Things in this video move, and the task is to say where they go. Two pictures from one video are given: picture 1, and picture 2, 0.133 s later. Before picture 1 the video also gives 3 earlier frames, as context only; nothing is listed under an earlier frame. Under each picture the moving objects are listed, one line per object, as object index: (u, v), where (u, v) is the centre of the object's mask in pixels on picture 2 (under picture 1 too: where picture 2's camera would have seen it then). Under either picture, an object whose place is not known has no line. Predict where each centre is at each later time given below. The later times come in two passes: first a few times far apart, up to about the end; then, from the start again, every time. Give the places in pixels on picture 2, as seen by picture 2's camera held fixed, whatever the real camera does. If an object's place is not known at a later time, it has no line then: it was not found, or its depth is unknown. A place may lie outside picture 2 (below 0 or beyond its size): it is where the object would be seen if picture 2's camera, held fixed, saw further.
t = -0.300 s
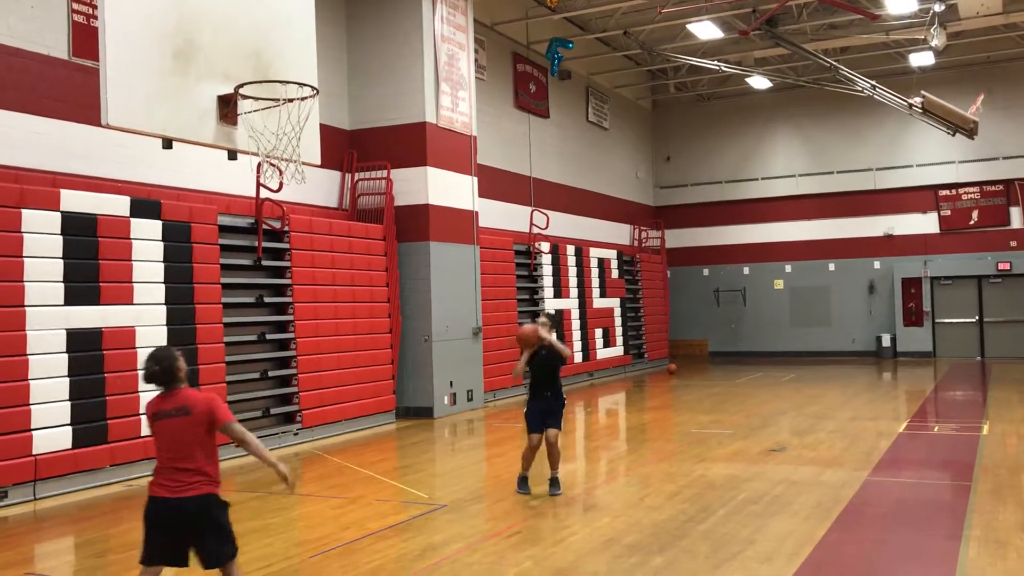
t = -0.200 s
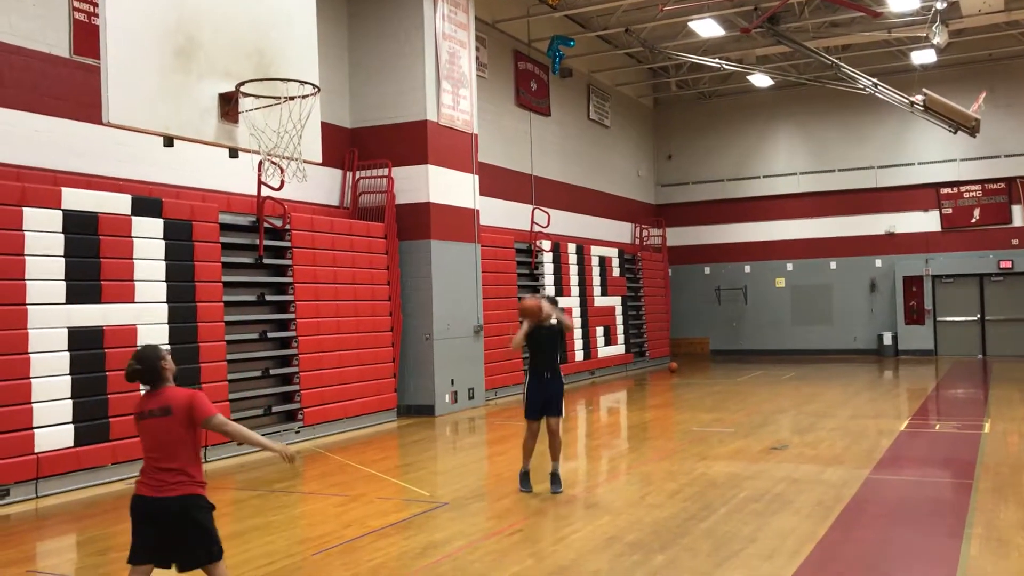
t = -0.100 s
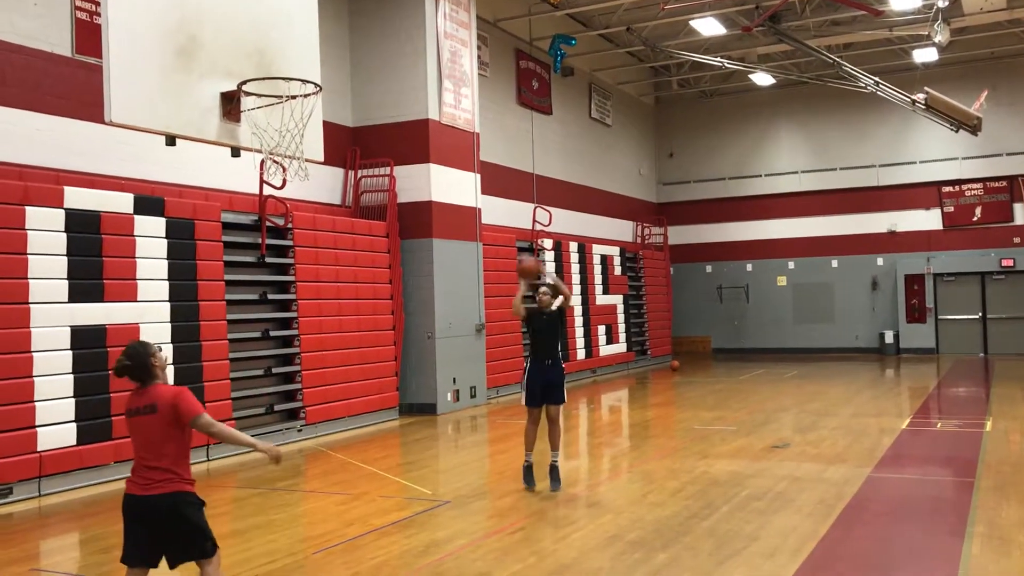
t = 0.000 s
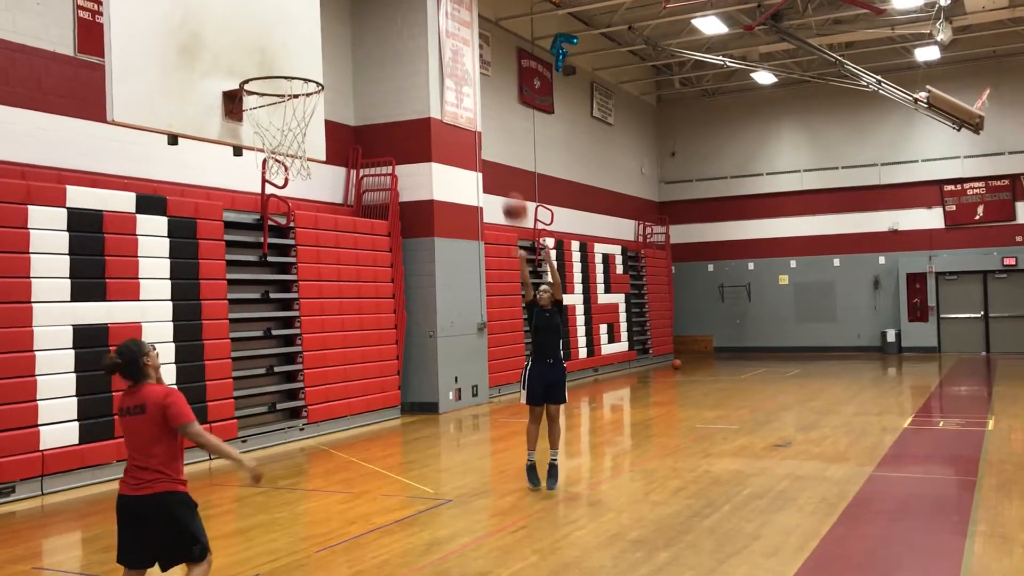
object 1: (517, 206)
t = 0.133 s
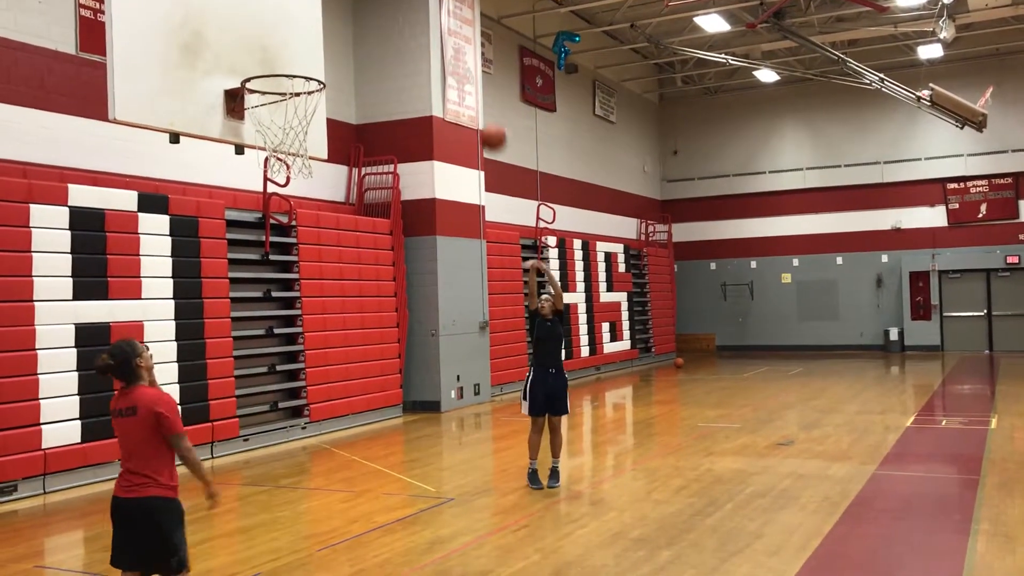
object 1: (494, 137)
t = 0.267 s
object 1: (466, 80)
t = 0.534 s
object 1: (406, 17)
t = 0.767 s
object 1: (345, 35)
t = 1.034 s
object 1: (260, 52)
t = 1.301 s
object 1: (215, 29)
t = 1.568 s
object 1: (224, 46)
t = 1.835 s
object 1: (177, 70)
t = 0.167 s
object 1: (487, 122)
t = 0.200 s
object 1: (480, 108)
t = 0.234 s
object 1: (473, 93)
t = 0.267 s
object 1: (466, 80)
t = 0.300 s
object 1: (459, 68)
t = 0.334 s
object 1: (452, 57)
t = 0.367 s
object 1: (446, 48)
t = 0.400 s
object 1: (438, 39)
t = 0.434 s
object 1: (430, 32)
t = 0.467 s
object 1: (422, 25)
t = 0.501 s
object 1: (414, 20)
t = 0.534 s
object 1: (406, 17)
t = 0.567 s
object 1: (397, 16)
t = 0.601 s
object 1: (389, 15)
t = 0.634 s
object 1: (381, 16)
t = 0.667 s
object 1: (372, 18)
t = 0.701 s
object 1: (363, 21)
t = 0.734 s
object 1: (354, 27)
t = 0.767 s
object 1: (345, 35)
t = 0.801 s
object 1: (335, 45)
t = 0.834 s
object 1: (325, 56)
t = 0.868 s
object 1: (313, 70)
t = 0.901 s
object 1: (302, 67)
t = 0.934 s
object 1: (290, 65)
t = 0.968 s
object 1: (277, 65)
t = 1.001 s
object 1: (267, 62)
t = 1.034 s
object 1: (260, 52)
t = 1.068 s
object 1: (253, 43)
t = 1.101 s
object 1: (247, 36)
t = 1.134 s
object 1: (241, 31)
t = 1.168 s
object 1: (234, 27)
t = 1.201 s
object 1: (228, 26)
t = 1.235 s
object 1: (222, 26)
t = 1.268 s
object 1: (216, 28)
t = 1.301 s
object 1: (215, 29)
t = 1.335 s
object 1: (219, 31)
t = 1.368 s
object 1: (223, 34)
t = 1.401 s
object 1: (227, 40)
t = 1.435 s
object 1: (231, 47)
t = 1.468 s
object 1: (236, 56)
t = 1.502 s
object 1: (235, 58)
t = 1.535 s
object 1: (230, 51)
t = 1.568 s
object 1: (224, 46)
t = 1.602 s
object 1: (219, 42)
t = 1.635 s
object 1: (213, 40)
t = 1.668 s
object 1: (207, 40)
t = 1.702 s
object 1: (202, 42)
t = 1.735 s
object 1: (195, 46)
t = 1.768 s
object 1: (190, 52)
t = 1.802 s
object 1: (184, 60)
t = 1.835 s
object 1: (177, 70)
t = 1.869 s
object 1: (172, 83)
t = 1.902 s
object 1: (165, 98)
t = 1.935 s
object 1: (159, 115)
